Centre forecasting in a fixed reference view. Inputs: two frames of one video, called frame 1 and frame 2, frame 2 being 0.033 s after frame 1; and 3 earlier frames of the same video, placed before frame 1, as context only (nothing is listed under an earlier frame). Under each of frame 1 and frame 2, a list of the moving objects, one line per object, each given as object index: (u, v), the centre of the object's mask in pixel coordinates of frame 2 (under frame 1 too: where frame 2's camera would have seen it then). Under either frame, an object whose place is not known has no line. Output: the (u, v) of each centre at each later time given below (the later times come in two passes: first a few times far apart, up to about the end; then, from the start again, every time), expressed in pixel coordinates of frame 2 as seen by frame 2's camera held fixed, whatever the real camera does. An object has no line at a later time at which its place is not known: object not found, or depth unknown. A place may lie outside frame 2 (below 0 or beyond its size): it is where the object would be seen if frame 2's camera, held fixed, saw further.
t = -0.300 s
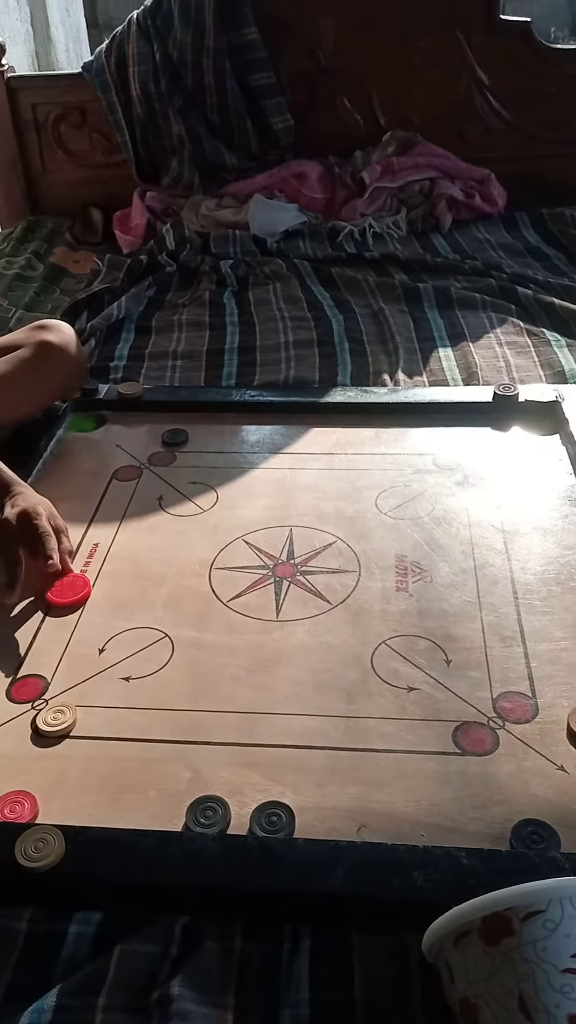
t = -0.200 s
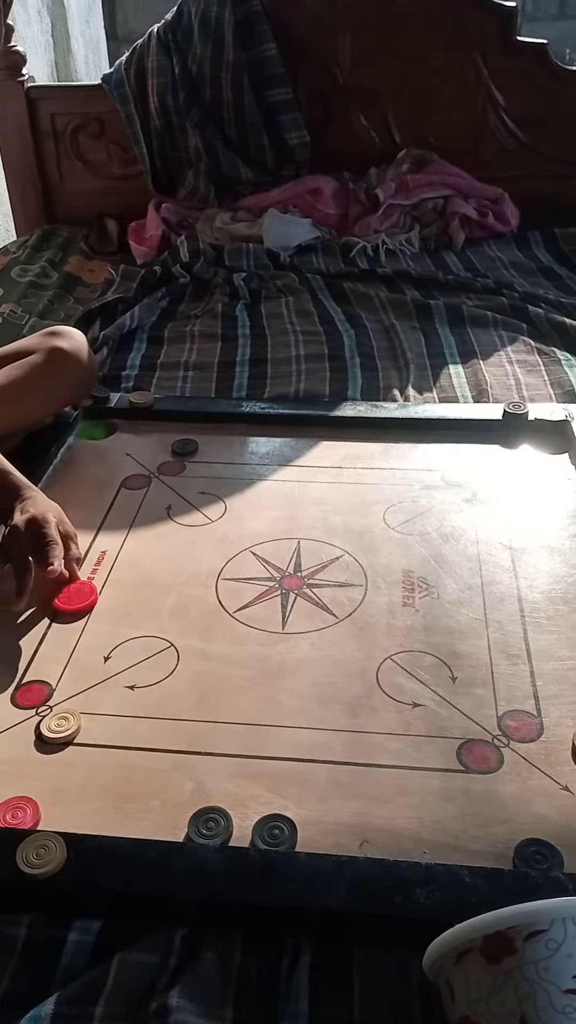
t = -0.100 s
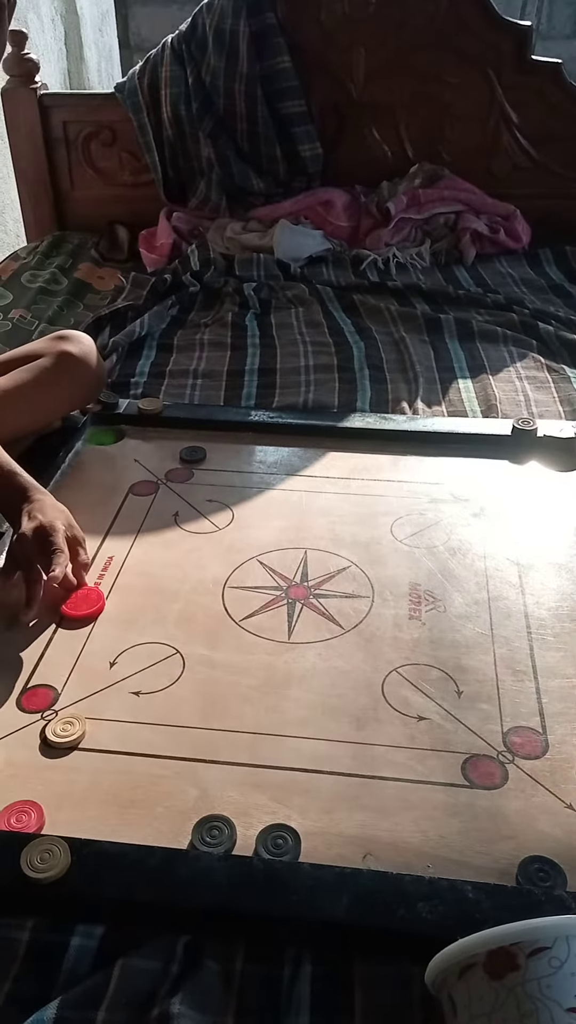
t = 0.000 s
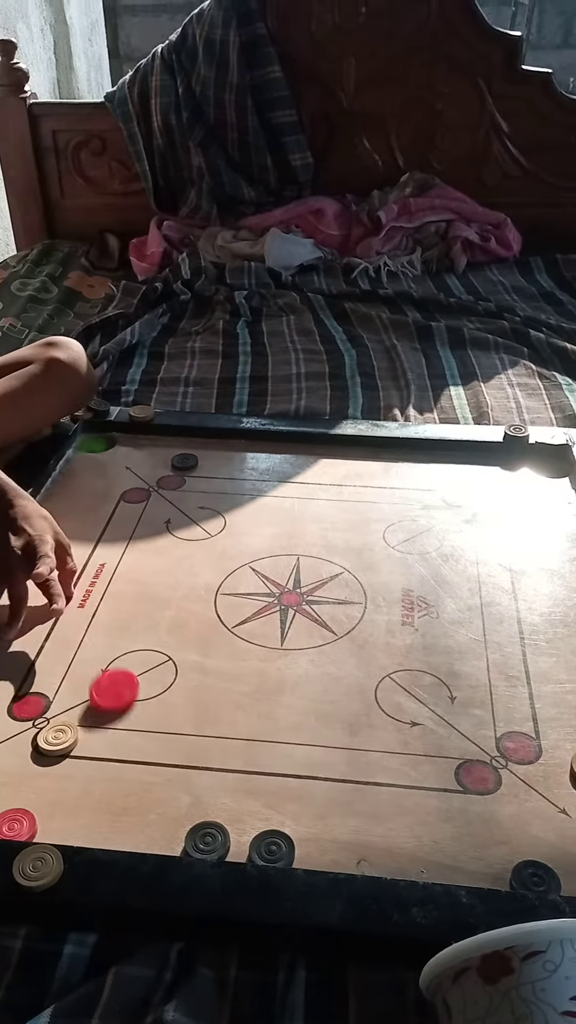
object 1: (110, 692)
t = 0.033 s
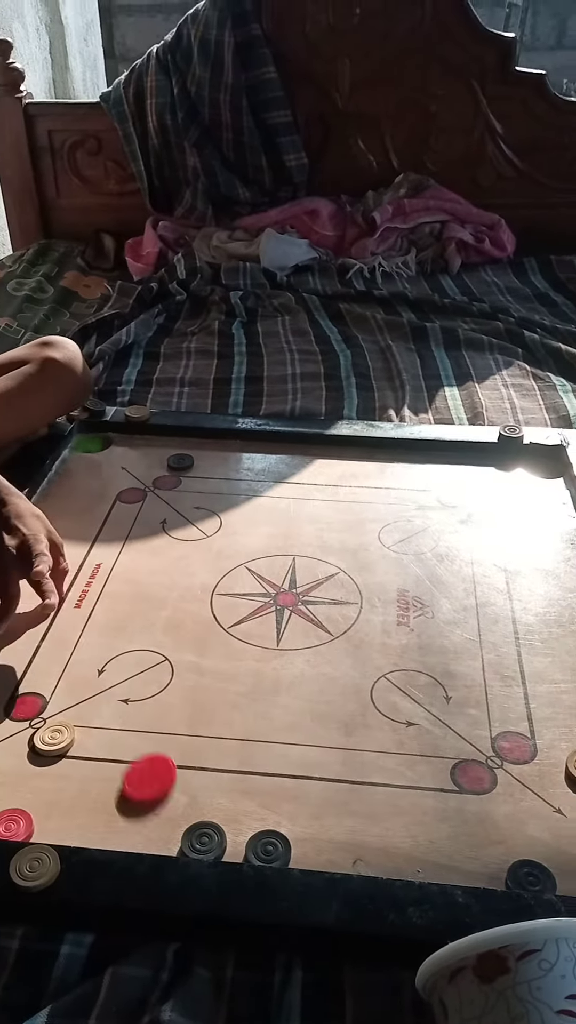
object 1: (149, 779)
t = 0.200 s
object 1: (236, 696)
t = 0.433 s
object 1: (294, 584)
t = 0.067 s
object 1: (174, 830)
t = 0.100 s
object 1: (193, 789)
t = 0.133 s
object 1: (209, 754)
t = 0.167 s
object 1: (223, 722)
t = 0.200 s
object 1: (236, 696)
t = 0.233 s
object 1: (247, 672)
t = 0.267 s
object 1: (257, 651)
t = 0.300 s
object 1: (267, 633)
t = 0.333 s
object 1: (275, 617)
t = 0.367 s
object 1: (283, 603)
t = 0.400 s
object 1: (288, 595)
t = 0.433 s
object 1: (294, 584)
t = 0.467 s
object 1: (300, 575)
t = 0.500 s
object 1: (304, 568)
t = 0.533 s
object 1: (309, 562)
